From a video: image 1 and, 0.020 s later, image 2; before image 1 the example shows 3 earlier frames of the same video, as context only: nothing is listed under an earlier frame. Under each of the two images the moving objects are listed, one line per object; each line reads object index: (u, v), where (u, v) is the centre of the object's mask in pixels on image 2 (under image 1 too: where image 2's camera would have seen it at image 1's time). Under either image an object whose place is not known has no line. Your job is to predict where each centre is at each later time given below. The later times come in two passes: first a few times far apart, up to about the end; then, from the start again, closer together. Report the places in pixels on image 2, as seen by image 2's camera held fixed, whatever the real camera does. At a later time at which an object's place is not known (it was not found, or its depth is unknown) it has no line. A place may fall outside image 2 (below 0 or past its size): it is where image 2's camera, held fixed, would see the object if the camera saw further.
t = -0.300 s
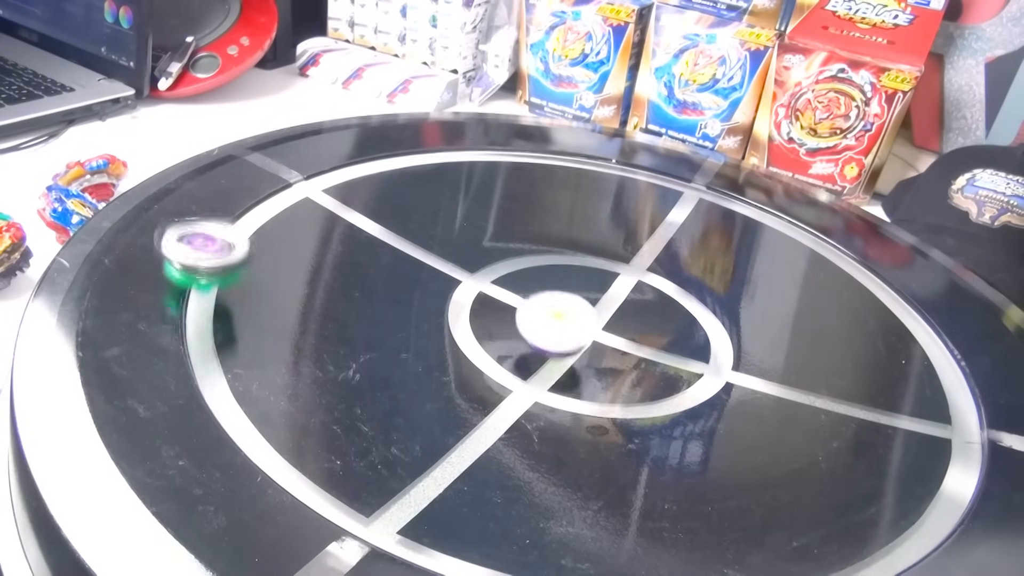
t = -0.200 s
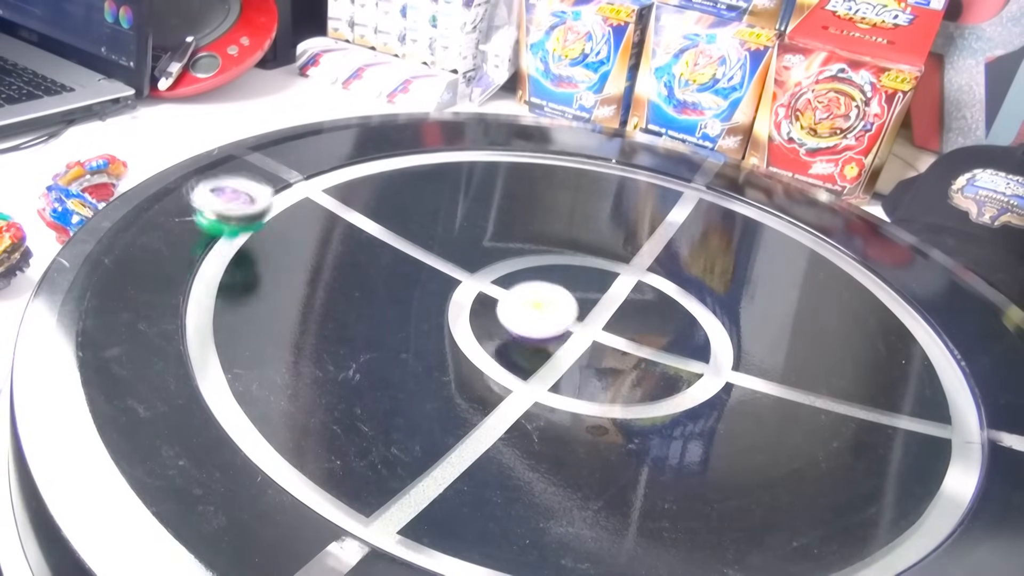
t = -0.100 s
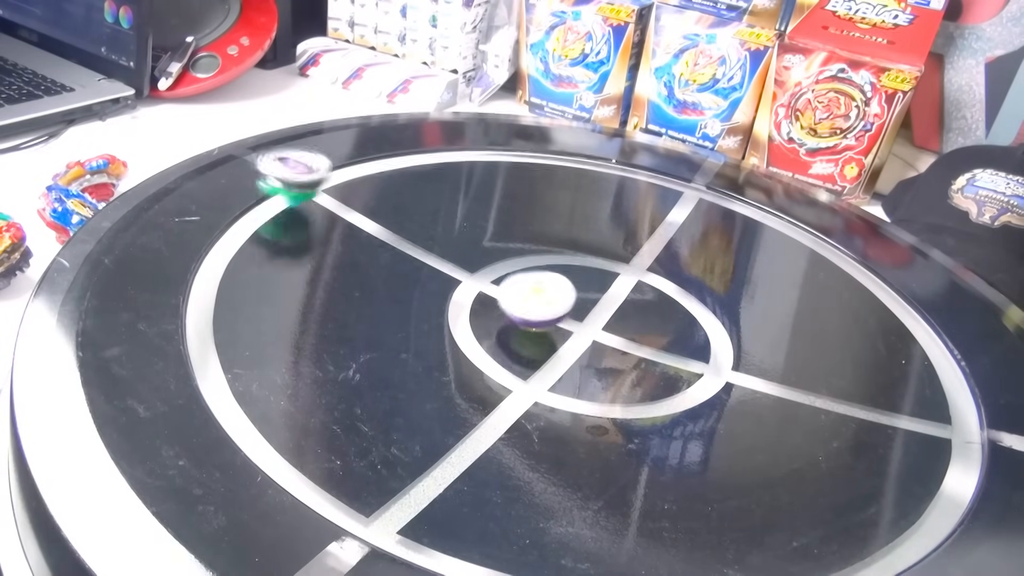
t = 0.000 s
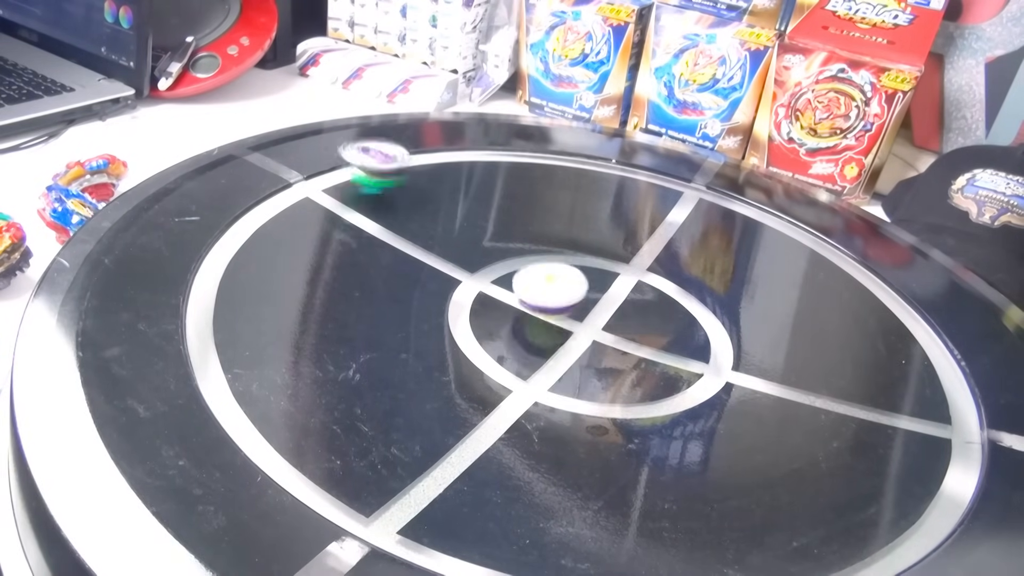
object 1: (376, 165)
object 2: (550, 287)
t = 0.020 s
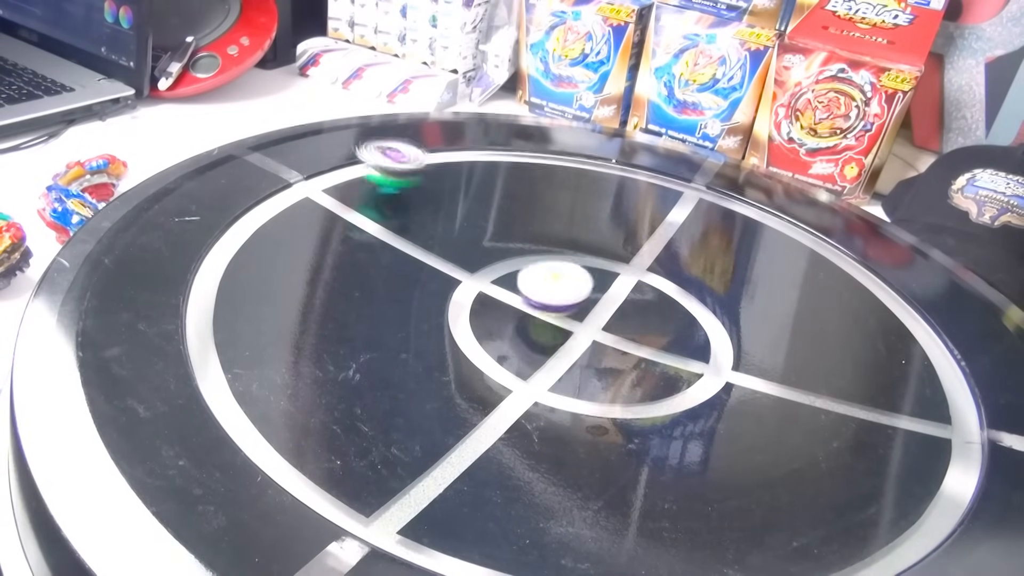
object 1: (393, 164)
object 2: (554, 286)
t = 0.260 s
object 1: (605, 208)
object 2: (613, 295)
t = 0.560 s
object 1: (831, 342)
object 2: (587, 324)
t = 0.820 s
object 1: (857, 514)
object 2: (528, 299)
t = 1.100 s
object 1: (492, 516)
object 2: (578, 288)
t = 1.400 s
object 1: (338, 298)
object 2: (612, 323)
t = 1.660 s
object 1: (445, 198)
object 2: (547, 318)
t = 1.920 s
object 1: (610, 175)
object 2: (533, 287)
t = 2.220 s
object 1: (800, 239)
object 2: (603, 301)
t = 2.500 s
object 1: (825, 364)
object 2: (604, 324)
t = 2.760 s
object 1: (610, 423)
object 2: (546, 312)
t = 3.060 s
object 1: (322, 327)
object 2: (554, 290)
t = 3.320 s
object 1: (306, 219)
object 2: (599, 302)
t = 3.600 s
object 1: (470, 194)
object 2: (602, 323)
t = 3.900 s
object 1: (668, 253)
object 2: (553, 313)
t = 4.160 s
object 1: (787, 352)
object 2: (554, 294)
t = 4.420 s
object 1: (754, 457)
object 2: (588, 302)
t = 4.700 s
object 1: (516, 432)
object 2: (589, 323)
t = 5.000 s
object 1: (425, 297)
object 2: (553, 311)
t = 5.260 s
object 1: (496, 228)
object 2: (562, 296)
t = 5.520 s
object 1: (617, 215)
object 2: (589, 301)
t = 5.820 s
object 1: (733, 269)
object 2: (589, 311)
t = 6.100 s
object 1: (704, 346)
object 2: (569, 307)
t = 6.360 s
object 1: (545, 355)
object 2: (574, 300)
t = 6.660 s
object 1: (406, 285)
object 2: (591, 306)
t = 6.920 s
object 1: (443, 236)
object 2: (586, 312)
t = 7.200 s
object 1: (568, 256)
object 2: (573, 307)
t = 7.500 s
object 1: (706, 294)
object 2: (557, 316)
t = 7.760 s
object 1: (755, 336)
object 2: (572, 318)
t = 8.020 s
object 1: (661, 342)
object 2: (575, 318)
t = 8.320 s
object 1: (590, 325)
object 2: (523, 287)
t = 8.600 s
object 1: (614, 333)
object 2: (527, 276)
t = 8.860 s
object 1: (610, 336)
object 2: (542, 288)
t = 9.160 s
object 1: (624, 342)
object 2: (543, 288)
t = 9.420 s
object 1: (610, 341)
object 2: (555, 295)
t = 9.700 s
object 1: (607, 336)
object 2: (564, 290)
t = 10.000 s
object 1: (601, 343)
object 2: (577, 292)
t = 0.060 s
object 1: (427, 167)
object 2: (563, 285)
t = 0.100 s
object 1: (465, 173)
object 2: (573, 284)
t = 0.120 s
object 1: (483, 176)
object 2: (578, 284)
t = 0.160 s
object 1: (518, 183)
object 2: (589, 285)
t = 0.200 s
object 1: (553, 190)
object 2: (600, 288)
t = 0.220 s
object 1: (571, 196)
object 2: (604, 289)
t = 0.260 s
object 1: (605, 208)
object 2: (613, 295)
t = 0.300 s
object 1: (637, 219)
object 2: (619, 300)
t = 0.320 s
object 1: (655, 226)
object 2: (622, 303)
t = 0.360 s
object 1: (689, 243)
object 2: (624, 310)
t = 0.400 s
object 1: (720, 260)
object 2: (624, 316)
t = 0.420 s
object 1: (734, 268)
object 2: (622, 318)
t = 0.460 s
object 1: (765, 287)
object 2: (615, 322)
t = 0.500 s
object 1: (794, 308)
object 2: (606, 324)
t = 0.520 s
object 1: (808, 319)
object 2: (600, 325)
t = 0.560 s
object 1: (831, 342)
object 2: (587, 324)
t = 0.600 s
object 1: (853, 367)
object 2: (574, 323)
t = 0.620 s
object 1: (861, 379)
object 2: (567, 322)
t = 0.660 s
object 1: (877, 407)
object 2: (555, 319)
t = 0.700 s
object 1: (885, 436)
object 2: (543, 315)
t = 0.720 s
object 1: (886, 450)
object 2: (538, 312)
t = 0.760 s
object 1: (881, 477)
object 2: (532, 307)
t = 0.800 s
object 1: (867, 502)
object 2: (528, 302)
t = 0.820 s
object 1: (857, 514)
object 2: (528, 299)
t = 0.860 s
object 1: (827, 531)
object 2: (530, 296)
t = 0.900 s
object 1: (787, 539)
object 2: (535, 293)
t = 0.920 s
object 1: (762, 542)
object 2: (537, 290)
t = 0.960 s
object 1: (705, 544)
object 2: (546, 286)
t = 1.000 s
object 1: (644, 541)
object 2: (555, 286)
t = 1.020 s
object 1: (612, 538)
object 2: (560, 286)
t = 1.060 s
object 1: (546, 529)
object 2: (570, 286)
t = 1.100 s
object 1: (492, 516)
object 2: (578, 288)
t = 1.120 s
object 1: (463, 501)
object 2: (582, 289)
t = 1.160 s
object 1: (418, 469)
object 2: (589, 294)
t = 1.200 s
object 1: (383, 437)
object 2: (598, 298)
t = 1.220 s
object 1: (370, 422)
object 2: (602, 301)
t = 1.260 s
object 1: (350, 391)
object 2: (609, 305)
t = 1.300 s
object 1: (338, 361)
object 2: (613, 311)
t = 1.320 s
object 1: (335, 347)
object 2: (615, 314)
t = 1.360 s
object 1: (334, 322)
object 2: (615, 320)
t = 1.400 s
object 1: (338, 298)
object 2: (612, 323)
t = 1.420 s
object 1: (342, 287)
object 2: (609, 325)
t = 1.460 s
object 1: (352, 267)
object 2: (602, 326)
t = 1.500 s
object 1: (367, 249)
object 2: (592, 327)
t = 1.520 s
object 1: (375, 241)
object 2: (587, 326)
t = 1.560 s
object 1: (394, 226)
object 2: (576, 325)
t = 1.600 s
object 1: (414, 212)
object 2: (563, 323)
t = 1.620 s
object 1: (423, 208)
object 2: (558, 322)
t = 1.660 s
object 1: (445, 198)
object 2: (547, 318)
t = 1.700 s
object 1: (468, 190)
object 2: (539, 314)
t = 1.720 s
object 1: (480, 188)
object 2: (534, 311)
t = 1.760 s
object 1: (505, 182)
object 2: (529, 305)
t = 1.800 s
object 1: (529, 178)
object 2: (527, 300)
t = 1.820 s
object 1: (543, 176)
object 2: (526, 298)
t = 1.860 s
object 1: (568, 175)
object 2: (527, 293)
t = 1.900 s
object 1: (596, 175)
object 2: (529, 289)
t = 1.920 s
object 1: (610, 175)
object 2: (533, 287)
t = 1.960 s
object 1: (636, 177)
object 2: (540, 285)
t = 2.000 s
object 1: (663, 181)
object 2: (550, 286)
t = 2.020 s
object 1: (677, 183)
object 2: (555, 286)
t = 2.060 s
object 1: (704, 191)
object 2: (564, 288)
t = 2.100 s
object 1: (730, 201)
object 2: (574, 290)
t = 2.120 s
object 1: (742, 206)
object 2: (579, 291)
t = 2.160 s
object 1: (766, 217)
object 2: (589, 294)
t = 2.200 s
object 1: (789, 231)
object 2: (599, 298)
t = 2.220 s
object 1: (800, 239)
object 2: (603, 301)
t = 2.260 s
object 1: (818, 255)
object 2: (612, 304)
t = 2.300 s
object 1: (831, 272)
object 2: (618, 309)
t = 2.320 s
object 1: (836, 281)
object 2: (621, 311)
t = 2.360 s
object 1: (843, 300)
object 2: (621, 317)
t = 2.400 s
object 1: (845, 319)
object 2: (619, 320)
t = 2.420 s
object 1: (844, 328)
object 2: (617, 321)
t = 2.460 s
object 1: (837, 347)
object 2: (611, 323)
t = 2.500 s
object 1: (825, 364)
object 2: (604, 324)
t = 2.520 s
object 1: (816, 373)
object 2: (599, 325)
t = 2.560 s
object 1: (795, 388)
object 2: (589, 324)
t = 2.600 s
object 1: (767, 401)
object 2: (579, 324)
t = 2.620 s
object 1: (751, 407)
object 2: (574, 323)
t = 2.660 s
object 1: (714, 416)
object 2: (565, 320)
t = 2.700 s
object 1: (675, 422)
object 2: (556, 318)
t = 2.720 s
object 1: (656, 423)
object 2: (551, 316)
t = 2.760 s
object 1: (610, 423)
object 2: (546, 312)
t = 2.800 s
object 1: (567, 422)
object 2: (542, 308)
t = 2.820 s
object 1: (542, 417)
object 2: (541, 306)
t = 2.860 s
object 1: (493, 409)
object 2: (539, 302)
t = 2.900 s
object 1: (447, 396)
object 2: (539, 298)
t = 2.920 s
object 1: (430, 389)
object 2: (539, 297)
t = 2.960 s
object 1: (393, 372)
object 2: (541, 293)
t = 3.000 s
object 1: (362, 355)
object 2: (545, 291)
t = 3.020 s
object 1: (347, 346)
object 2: (548, 290)
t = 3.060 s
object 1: (322, 327)
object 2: (554, 290)
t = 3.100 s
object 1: (304, 307)
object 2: (560, 290)
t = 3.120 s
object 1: (296, 297)
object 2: (564, 291)
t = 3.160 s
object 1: (286, 280)
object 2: (571, 292)
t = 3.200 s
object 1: (283, 262)
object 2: (578, 293)
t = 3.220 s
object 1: (283, 253)
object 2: (581, 295)
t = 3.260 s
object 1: (290, 239)
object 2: (589, 297)
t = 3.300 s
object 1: (301, 226)
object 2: (597, 300)
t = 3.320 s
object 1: (306, 219)
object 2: (599, 302)
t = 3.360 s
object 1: (324, 209)
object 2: (605, 305)
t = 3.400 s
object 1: (344, 202)
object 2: (609, 308)
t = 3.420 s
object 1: (355, 198)
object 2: (610, 310)
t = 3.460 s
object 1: (379, 193)
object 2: (611, 314)
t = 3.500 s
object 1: (404, 192)
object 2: (611, 317)
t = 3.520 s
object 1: (418, 191)
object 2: (610, 318)
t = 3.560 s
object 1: (443, 192)
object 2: (607, 320)
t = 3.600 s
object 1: (470, 194)
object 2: (602, 323)
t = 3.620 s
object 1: (484, 196)
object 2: (599, 323)
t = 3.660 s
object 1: (511, 200)
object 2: (593, 324)
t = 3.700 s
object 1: (537, 205)
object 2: (586, 324)
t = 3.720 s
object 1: (551, 210)
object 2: (583, 323)
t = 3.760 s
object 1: (578, 217)
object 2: (575, 321)
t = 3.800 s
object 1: (605, 227)
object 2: (568, 319)
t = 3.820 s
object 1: (616, 231)
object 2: (564, 318)
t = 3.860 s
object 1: (643, 241)
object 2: (557, 316)
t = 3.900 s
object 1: (668, 253)
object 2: (553, 313)
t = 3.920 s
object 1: (680, 259)
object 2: (550, 312)
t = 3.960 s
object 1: (702, 272)
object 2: (548, 309)
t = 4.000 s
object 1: (723, 286)
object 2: (547, 306)
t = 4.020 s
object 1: (733, 294)
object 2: (546, 304)
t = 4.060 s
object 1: (752, 310)
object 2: (547, 301)
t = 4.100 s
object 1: (766, 327)
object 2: (548, 298)
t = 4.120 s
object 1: (774, 336)
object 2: (551, 296)
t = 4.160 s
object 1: (787, 352)
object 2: (554, 294)
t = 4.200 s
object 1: (796, 370)
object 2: (560, 293)
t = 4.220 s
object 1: (799, 379)
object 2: (563, 293)
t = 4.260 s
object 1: (801, 397)
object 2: (569, 293)
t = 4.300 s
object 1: (798, 415)
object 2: (576, 294)
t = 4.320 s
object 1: (796, 424)
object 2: (578, 295)
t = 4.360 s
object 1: (783, 439)
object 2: (583, 297)
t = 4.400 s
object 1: (765, 452)
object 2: (587, 300)
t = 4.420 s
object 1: (754, 457)
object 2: (588, 302)
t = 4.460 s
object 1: (725, 465)
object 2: (592, 306)
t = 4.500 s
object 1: (695, 469)
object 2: (595, 310)
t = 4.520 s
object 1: (679, 470)
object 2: (596, 311)
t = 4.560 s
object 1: (643, 468)
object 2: (597, 315)
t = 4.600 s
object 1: (605, 462)
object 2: (597, 318)
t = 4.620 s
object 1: (585, 457)
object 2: (597, 319)
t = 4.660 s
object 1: (551, 447)
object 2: (594, 321)
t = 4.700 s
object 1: (516, 432)
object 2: (589, 323)
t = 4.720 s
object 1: (501, 422)
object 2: (587, 322)
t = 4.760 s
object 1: (473, 406)
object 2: (582, 322)
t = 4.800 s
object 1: (455, 385)
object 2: (576, 321)
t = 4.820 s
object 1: (448, 375)
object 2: (572, 320)
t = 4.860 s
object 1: (436, 356)
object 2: (567, 318)
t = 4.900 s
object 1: (428, 338)
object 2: (561, 317)
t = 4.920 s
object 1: (427, 329)
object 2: (559, 316)
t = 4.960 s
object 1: (424, 313)
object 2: (556, 313)
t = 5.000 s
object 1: (425, 297)
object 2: (553, 311)
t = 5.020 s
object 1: (428, 290)
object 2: (553, 309)
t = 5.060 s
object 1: (434, 275)
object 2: (552, 307)
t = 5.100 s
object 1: (442, 263)
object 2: (552, 304)
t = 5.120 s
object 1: (447, 258)
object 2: (551, 303)
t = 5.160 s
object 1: (460, 247)
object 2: (553, 300)
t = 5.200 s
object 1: (473, 239)
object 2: (556, 299)
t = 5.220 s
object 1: (480, 235)
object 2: (558, 297)
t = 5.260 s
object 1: (496, 228)
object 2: (562, 296)
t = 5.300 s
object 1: (513, 223)
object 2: (567, 295)
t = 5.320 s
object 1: (522, 221)
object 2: (569, 295)
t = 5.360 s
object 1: (540, 217)
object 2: (574, 295)
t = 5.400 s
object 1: (559, 214)
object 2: (578, 296)
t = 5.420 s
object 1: (568, 214)
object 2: (579, 297)
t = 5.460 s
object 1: (587, 213)
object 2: (583, 298)
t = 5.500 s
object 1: (607, 214)
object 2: (586, 299)
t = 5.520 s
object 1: (617, 215)
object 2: (589, 301)
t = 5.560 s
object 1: (635, 219)
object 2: (591, 302)
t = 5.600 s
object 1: (654, 222)
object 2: (592, 304)
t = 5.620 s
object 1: (665, 226)
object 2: (593, 304)
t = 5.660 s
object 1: (681, 233)
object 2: (593, 306)
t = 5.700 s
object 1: (698, 241)
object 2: (593, 308)
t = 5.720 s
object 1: (705, 246)
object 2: (593, 309)
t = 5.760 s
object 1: (719, 255)
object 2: (592, 310)
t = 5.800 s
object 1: (728, 265)
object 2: (590, 311)
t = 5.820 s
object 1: (733, 269)
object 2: (589, 311)
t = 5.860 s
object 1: (740, 281)
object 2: (587, 311)
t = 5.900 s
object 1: (744, 293)
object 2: (584, 311)
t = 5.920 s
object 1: (745, 299)
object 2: (583, 311)
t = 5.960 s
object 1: (744, 310)
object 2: (579, 311)
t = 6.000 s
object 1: (738, 321)
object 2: (576, 310)
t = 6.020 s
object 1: (734, 326)
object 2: (575, 309)
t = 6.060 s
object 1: (721, 336)
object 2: (572, 308)
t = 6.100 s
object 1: (704, 346)
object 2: (569, 307)
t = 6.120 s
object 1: (696, 350)
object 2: (569, 307)
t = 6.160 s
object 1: (673, 356)
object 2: (568, 305)
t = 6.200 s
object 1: (653, 362)
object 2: (568, 304)
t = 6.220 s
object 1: (640, 363)
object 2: (568, 303)
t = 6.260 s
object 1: (612, 364)
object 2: (569, 302)
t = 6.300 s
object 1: (584, 361)
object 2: (570, 301)
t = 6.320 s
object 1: (570, 359)
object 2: (572, 299)
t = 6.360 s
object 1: (545, 355)
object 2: (574, 300)
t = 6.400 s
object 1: (518, 348)
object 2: (576, 300)
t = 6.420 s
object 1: (506, 345)
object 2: (577, 300)
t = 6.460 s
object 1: (481, 337)
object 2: (579, 301)
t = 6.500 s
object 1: (459, 327)
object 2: (582, 301)
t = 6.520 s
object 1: (449, 322)
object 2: (584, 302)
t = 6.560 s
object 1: (432, 311)
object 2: (587, 303)
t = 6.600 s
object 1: (419, 300)
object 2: (589, 305)
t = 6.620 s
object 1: (413, 295)
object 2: (589, 305)
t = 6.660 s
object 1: (406, 285)
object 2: (591, 306)
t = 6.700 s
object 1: (402, 274)
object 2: (591, 308)
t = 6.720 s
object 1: (401, 269)
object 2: (592, 309)
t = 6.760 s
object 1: (403, 259)
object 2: (592, 310)
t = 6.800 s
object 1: (409, 251)
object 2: (591, 311)
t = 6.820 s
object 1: (412, 248)
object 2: (591, 311)
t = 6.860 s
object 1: (421, 242)
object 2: (589, 312)
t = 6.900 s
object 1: (435, 237)
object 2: (587, 312)
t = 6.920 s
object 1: (443, 236)
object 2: (586, 312)
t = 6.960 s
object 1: (458, 234)
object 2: (583, 312)
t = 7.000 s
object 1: (477, 237)
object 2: (581, 311)
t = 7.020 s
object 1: (486, 237)
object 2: (581, 311)
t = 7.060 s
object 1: (503, 239)
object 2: (578, 310)
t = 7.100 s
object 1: (522, 244)
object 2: (576, 309)
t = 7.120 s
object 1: (532, 248)
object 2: (576, 309)
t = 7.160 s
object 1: (551, 253)
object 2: (574, 308)
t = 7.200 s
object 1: (568, 256)
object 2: (573, 307)
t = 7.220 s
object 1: (580, 261)
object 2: (571, 306)
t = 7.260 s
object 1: (597, 267)
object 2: (570, 306)
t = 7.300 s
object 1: (617, 275)
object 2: (565, 309)
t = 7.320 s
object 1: (625, 281)
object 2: (563, 310)
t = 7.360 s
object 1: (646, 284)
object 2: (560, 312)
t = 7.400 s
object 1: (664, 286)
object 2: (558, 313)
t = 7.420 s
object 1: (672, 287)
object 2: (558, 314)
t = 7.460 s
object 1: (690, 291)
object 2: (557, 315)
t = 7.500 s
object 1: (706, 294)
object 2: (557, 316)
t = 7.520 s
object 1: (714, 297)
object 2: (558, 316)
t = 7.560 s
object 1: (729, 303)
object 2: (559, 316)
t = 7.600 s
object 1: (742, 310)
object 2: (560, 317)
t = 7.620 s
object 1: (746, 313)
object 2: (562, 317)
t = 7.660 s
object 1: (753, 320)
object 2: (565, 318)
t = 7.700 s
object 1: (757, 328)
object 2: (568, 319)
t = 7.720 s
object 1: (757, 330)
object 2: (569, 318)
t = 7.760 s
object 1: (755, 336)
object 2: (572, 318)
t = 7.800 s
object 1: (748, 342)
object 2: (574, 319)
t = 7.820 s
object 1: (744, 343)
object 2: (574, 319)
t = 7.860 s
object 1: (731, 346)
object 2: (575, 319)
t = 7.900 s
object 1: (717, 348)
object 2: (576, 319)
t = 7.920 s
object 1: (707, 347)
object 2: (576, 319)
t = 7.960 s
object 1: (691, 347)
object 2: (576, 319)
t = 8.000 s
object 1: (671, 345)
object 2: (575, 319)
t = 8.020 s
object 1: (661, 342)
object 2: (575, 318)
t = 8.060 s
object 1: (646, 338)
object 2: (571, 316)
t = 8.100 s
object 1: (644, 340)
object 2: (556, 308)
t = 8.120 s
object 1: (642, 342)
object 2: (549, 305)
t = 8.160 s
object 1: (635, 342)
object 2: (538, 298)
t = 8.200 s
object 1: (624, 341)
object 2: (530, 293)
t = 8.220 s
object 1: (618, 339)
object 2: (527, 291)
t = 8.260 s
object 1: (606, 335)
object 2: (523, 288)
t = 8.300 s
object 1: (595, 329)
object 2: (523, 287)
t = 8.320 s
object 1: (590, 325)
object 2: (523, 287)
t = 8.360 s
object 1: (584, 319)
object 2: (523, 285)
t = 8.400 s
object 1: (587, 320)
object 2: (522, 282)
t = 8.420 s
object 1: (589, 320)
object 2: (521, 280)
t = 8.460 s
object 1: (597, 323)
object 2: (520, 277)
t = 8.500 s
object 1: (603, 326)
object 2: (521, 275)
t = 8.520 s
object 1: (606, 328)
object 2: (522, 275)
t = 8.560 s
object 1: (611, 331)
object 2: (524, 275)
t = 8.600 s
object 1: (614, 333)
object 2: (527, 276)
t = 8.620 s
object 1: (616, 334)
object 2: (528, 277)
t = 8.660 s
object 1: (617, 336)
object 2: (531, 279)
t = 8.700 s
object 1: (619, 337)
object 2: (532, 280)
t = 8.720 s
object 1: (617, 337)
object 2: (534, 281)
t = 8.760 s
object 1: (618, 337)
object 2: (537, 283)
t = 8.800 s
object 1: (614, 337)
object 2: (538, 285)
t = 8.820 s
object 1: (614, 337)
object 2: (541, 286)
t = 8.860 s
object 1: (610, 336)
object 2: (542, 288)
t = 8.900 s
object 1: (607, 334)
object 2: (545, 290)
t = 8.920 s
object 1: (605, 332)
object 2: (545, 290)
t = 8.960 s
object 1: (603, 330)
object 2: (546, 292)
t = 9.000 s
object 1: (605, 331)
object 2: (543, 292)
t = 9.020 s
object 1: (609, 333)
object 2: (542, 291)
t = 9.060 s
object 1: (617, 336)
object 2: (541, 290)
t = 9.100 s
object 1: (622, 340)
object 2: (541, 289)
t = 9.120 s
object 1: (622, 340)
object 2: (542, 289)
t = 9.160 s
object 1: (624, 342)
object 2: (543, 288)
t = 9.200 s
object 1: (623, 344)
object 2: (544, 289)
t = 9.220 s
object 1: (622, 346)
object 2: (546, 289)
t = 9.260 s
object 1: (620, 346)
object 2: (548, 290)
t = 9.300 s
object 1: (617, 346)
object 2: (551, 291)
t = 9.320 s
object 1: (617, 345)
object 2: (552, 292)
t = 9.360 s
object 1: (614, 344)
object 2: (554, 293)
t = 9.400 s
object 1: (612, 342)
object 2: (555, 294)
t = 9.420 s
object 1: (610, 341)
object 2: (555, 295)
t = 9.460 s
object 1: (606, 339)
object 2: (555, 295)
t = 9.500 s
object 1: (606, 336)
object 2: (556, 293)
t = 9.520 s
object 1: (605, 339)
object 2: (555, 292)
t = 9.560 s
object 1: (606, 341)
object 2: (558, 291)
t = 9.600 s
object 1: (606, 340)
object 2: (561, 292)
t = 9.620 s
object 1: (605, 339)
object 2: (562, 291)
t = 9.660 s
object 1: (604, 338)
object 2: (562, 290)
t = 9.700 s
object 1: (607, 336)
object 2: (564, 290)
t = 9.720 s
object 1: (608, 339)
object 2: (564, 291)
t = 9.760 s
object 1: (606, 337)
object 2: (566, 291)
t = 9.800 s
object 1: (606, 337)
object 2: (566, 291)
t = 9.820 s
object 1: (606, 341)
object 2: (569, 289)
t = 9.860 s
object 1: (606, 346)
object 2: (571, 290)
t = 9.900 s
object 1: (606, 346)
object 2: (575, 291)
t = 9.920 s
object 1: (606, 346)
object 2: (576, 292)
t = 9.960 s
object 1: (604, 345)
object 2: (577, 292)
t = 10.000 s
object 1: (601, 343)
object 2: (577, 292)
